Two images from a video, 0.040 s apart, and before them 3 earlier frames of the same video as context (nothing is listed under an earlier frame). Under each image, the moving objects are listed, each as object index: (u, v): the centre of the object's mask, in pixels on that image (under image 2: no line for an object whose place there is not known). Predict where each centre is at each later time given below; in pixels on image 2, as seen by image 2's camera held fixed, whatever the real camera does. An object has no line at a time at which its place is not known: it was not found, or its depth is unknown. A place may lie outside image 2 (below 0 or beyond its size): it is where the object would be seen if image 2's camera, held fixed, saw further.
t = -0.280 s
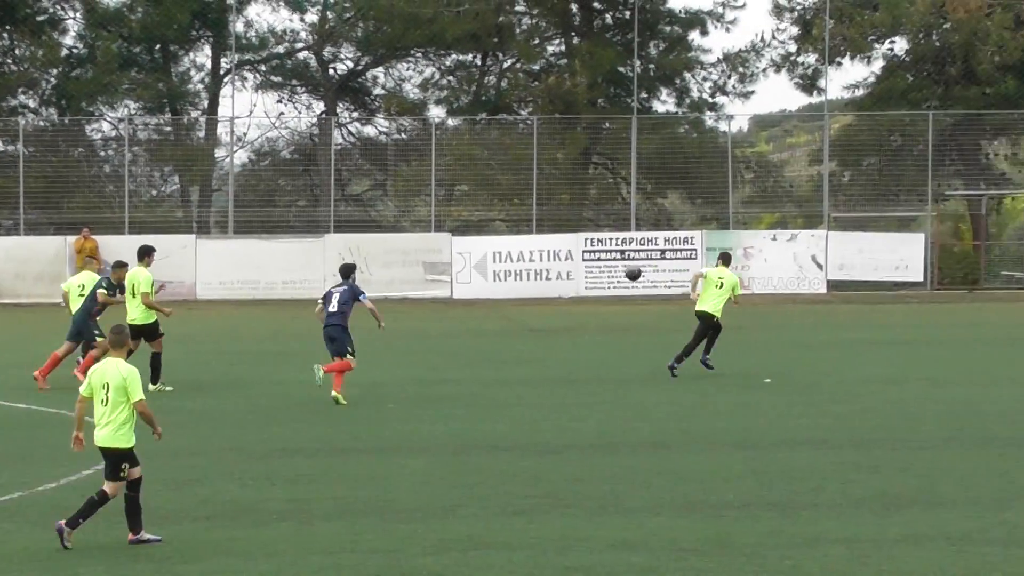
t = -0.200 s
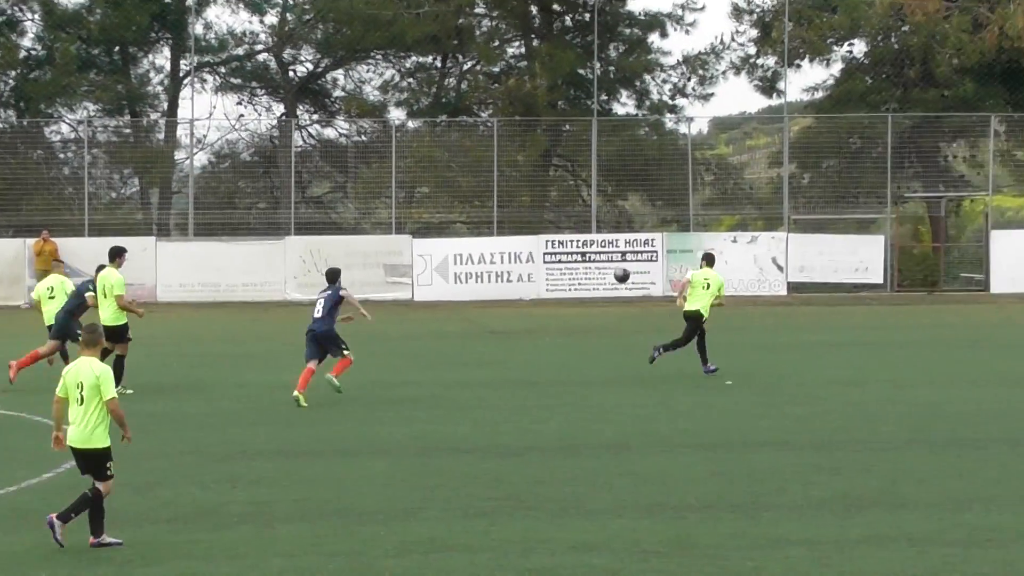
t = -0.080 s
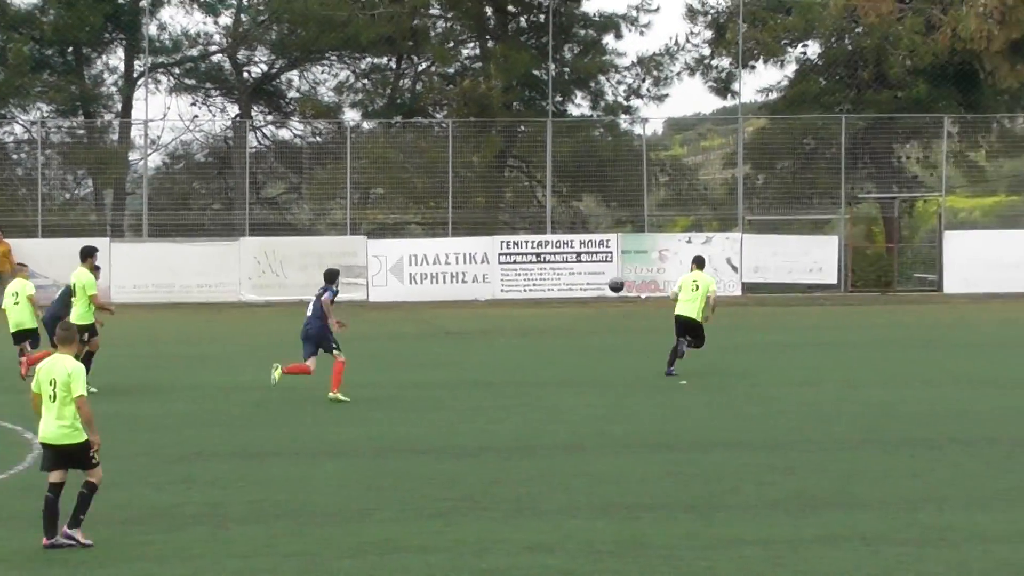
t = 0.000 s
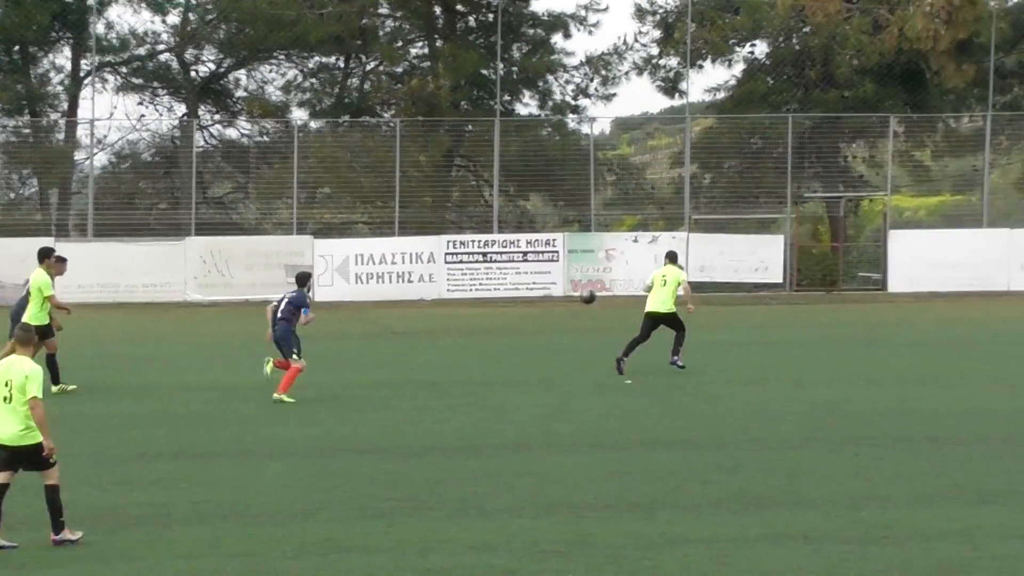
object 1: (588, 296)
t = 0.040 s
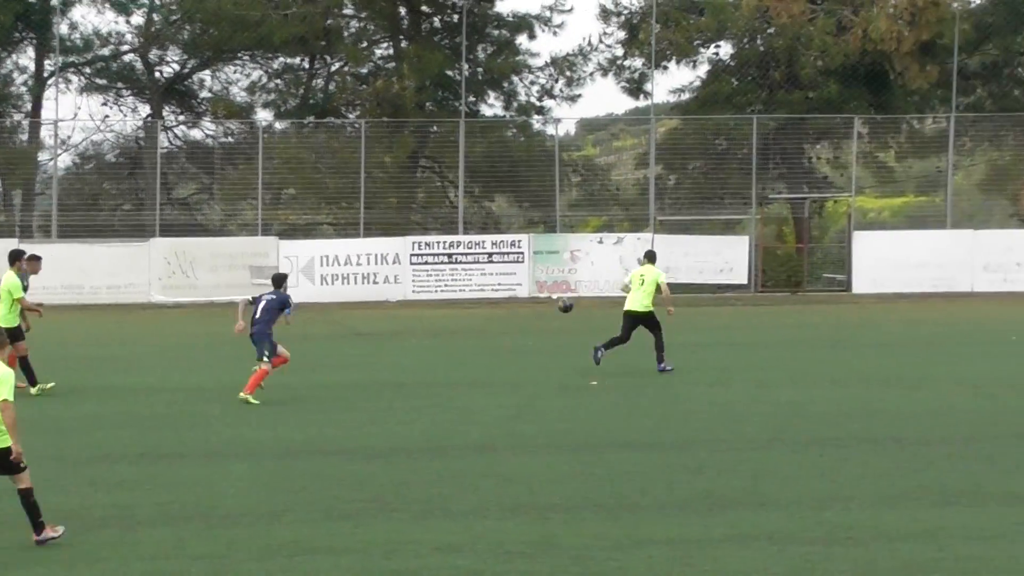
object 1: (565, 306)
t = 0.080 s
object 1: (570, 314)
